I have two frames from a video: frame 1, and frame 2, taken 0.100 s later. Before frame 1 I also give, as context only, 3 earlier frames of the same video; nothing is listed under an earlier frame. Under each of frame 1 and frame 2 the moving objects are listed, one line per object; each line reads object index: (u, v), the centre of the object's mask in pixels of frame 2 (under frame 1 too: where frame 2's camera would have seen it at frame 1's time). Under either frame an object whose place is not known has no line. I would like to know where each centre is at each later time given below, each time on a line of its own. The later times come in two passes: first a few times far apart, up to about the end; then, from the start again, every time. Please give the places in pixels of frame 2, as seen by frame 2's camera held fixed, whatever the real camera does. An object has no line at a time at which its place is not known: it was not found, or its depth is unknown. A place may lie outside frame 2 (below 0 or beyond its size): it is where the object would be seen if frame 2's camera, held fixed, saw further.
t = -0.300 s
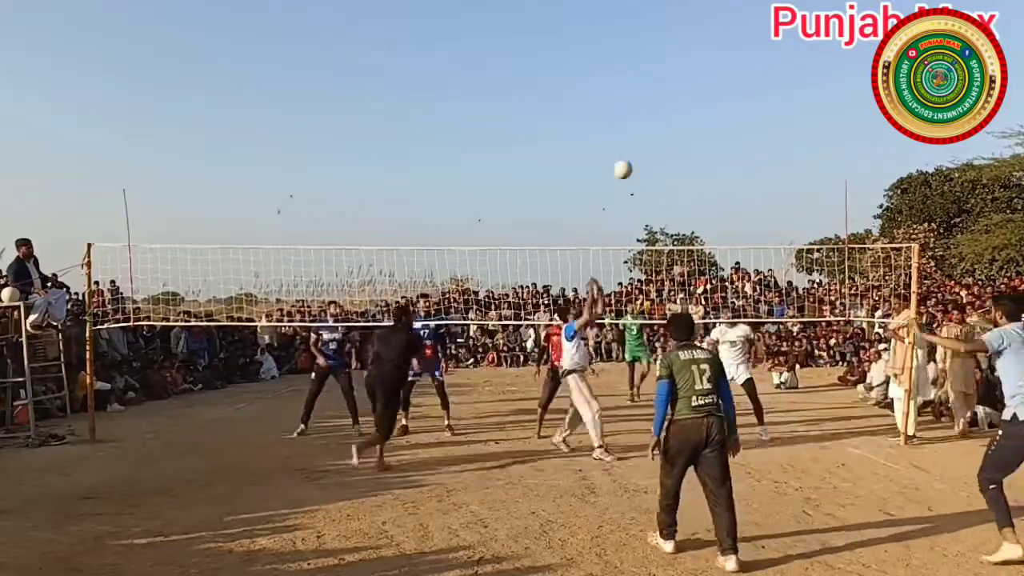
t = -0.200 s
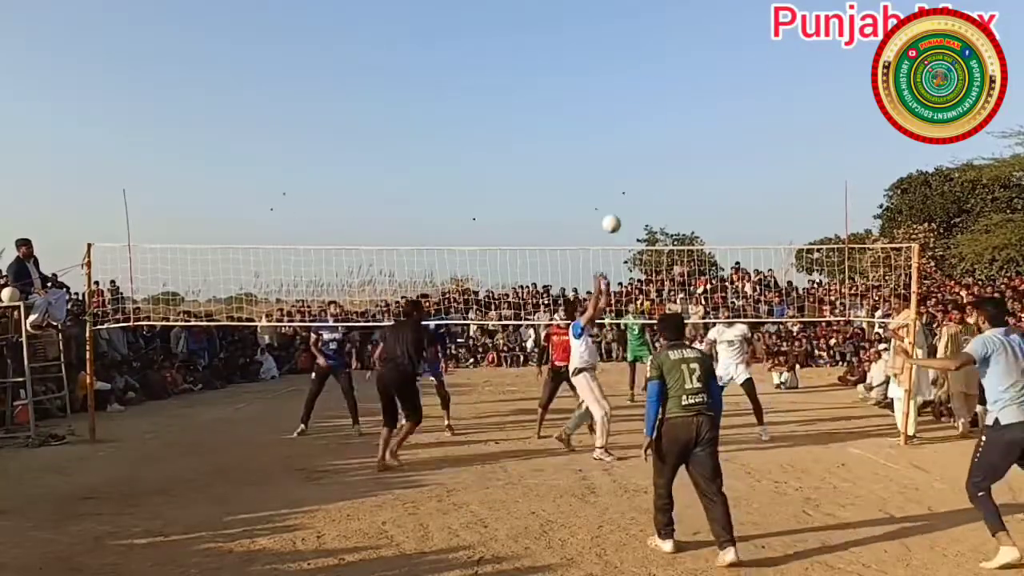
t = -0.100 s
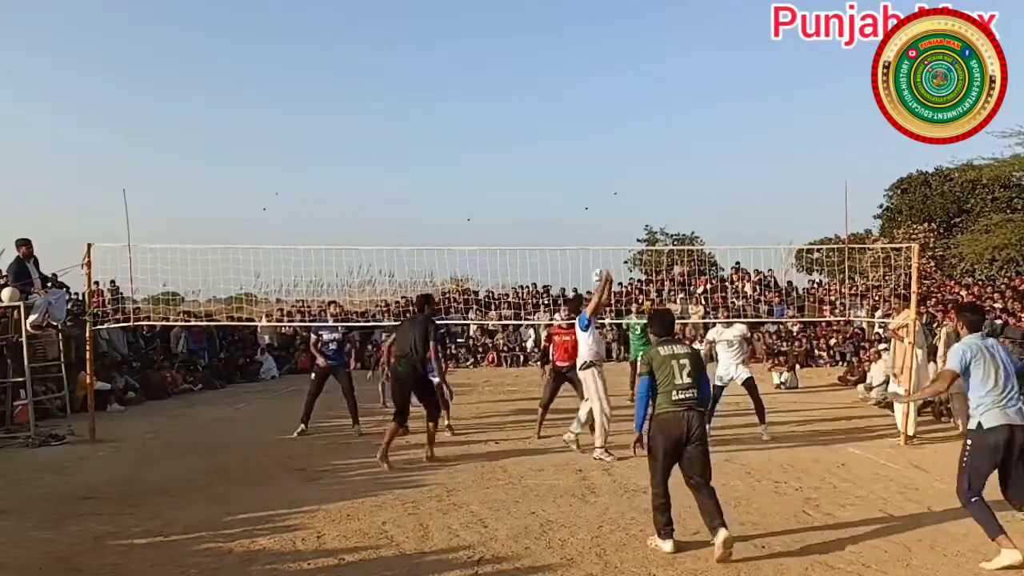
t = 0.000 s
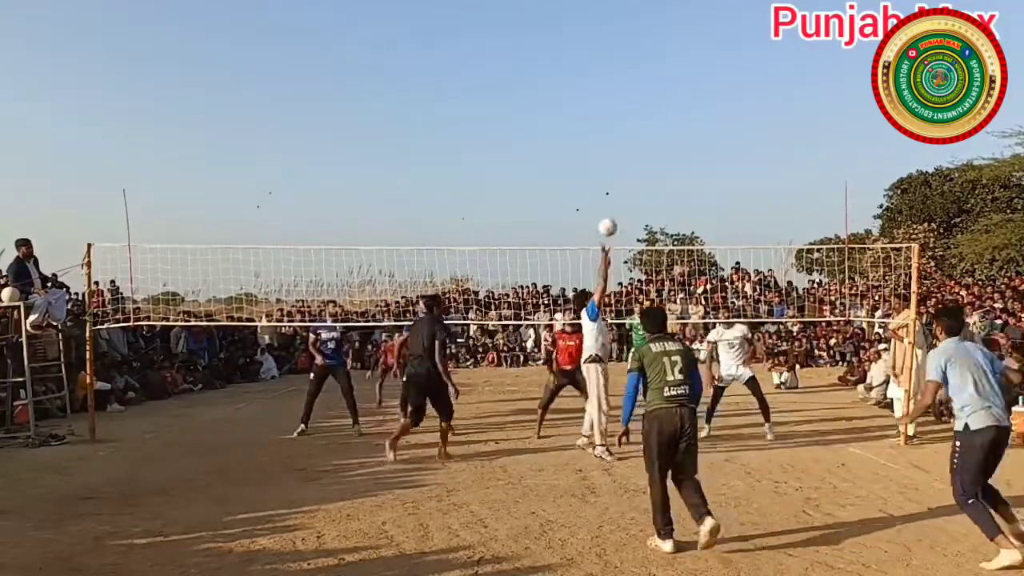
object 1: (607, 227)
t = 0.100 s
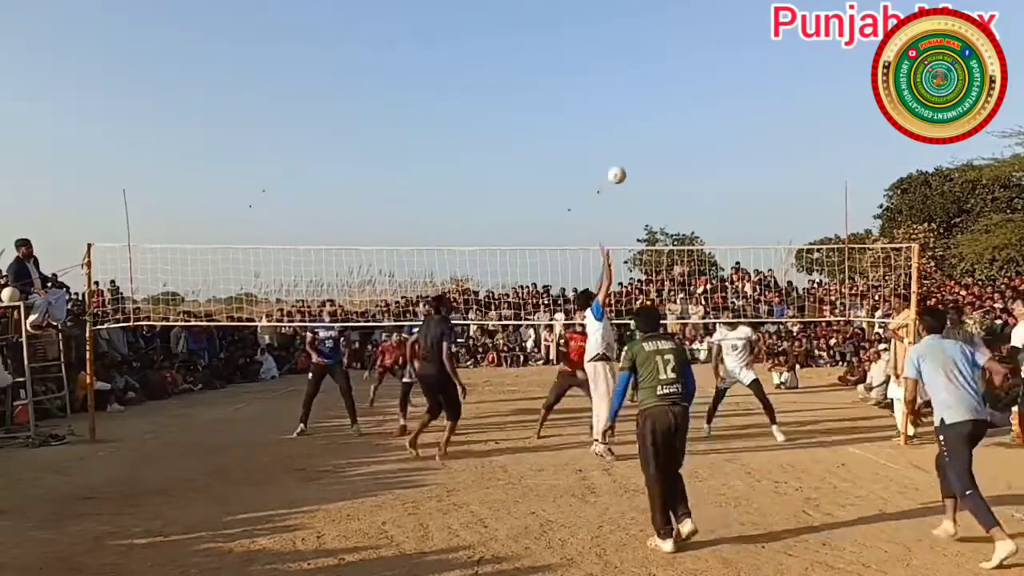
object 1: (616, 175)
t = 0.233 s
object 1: (629, 120)
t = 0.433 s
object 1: (648, 66)
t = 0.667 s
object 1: (671, 47)
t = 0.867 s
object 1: (691, 66)
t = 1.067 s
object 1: (712, 119)
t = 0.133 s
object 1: (620, 160)
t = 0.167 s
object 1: (623, 145)
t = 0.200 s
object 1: (626, 132)
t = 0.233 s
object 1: (629, 120)
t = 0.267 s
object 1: (632, 109)
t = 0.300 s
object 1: (636, 98)
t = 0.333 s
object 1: (639, 89)
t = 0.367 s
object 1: (642, 80)
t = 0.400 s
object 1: (645, 73)
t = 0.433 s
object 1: (648, 66)
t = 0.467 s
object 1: (652, 61)
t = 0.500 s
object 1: (655, 57)
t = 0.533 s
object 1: (658, 53)
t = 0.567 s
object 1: (662, 49)
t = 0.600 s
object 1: (664, 48)
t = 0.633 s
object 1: (668, 47)
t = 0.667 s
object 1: (671, 47)
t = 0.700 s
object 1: (675, 48)
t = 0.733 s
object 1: (678, 49)
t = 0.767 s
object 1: (681, 52)
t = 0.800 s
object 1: (685, 56)
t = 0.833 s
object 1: (688, 61)
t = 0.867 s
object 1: (691, 66)
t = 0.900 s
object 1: (695, 73)
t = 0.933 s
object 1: (698, 80)
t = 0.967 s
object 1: (701, 88)
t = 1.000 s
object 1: (705, 98)
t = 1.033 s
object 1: (709, 108)
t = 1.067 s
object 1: (712, 119)
